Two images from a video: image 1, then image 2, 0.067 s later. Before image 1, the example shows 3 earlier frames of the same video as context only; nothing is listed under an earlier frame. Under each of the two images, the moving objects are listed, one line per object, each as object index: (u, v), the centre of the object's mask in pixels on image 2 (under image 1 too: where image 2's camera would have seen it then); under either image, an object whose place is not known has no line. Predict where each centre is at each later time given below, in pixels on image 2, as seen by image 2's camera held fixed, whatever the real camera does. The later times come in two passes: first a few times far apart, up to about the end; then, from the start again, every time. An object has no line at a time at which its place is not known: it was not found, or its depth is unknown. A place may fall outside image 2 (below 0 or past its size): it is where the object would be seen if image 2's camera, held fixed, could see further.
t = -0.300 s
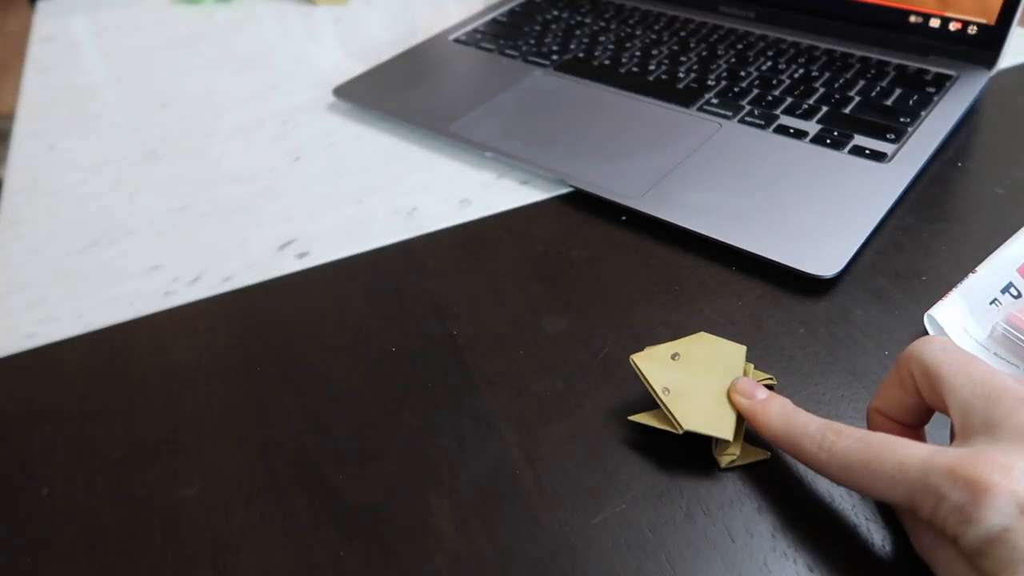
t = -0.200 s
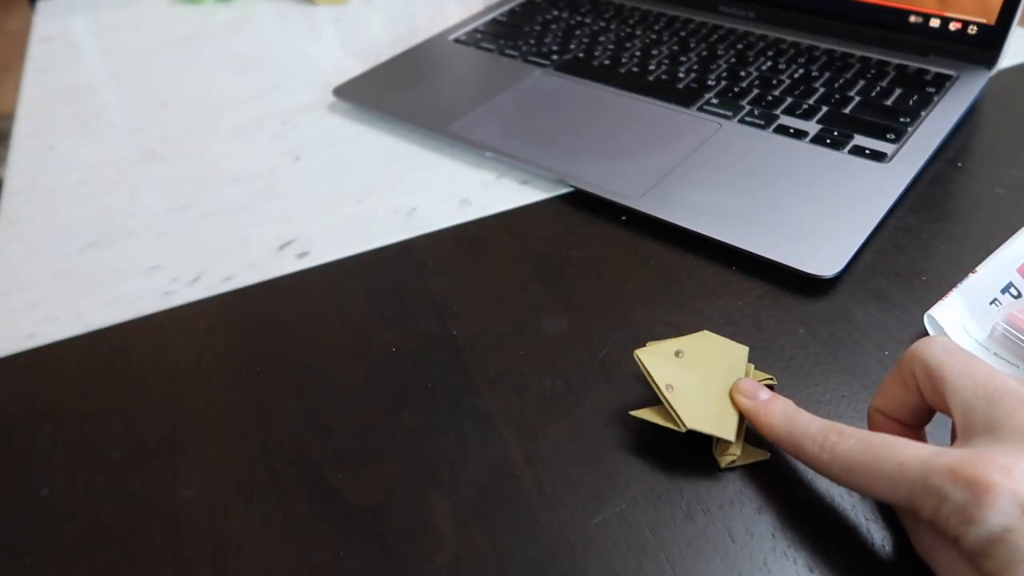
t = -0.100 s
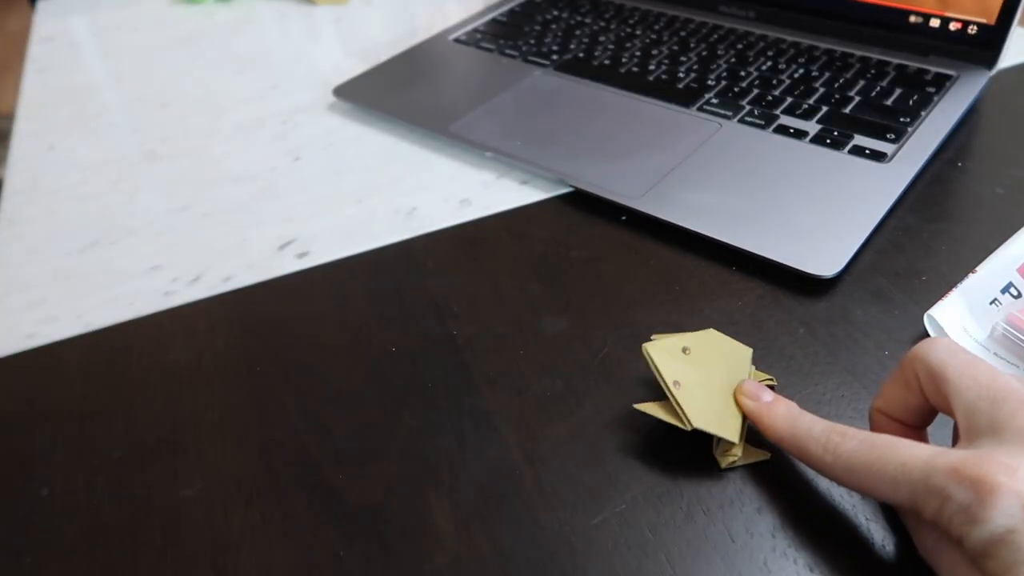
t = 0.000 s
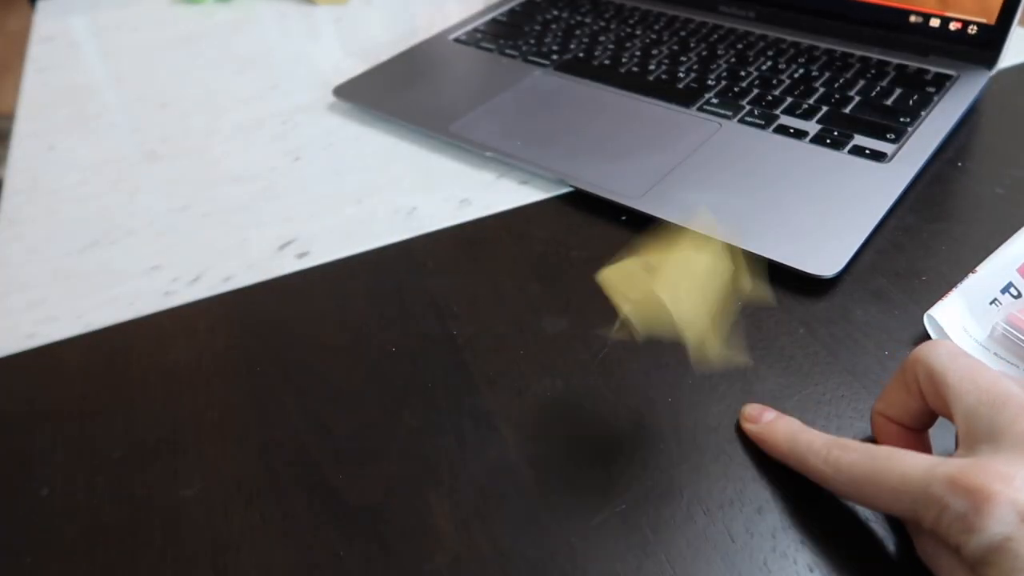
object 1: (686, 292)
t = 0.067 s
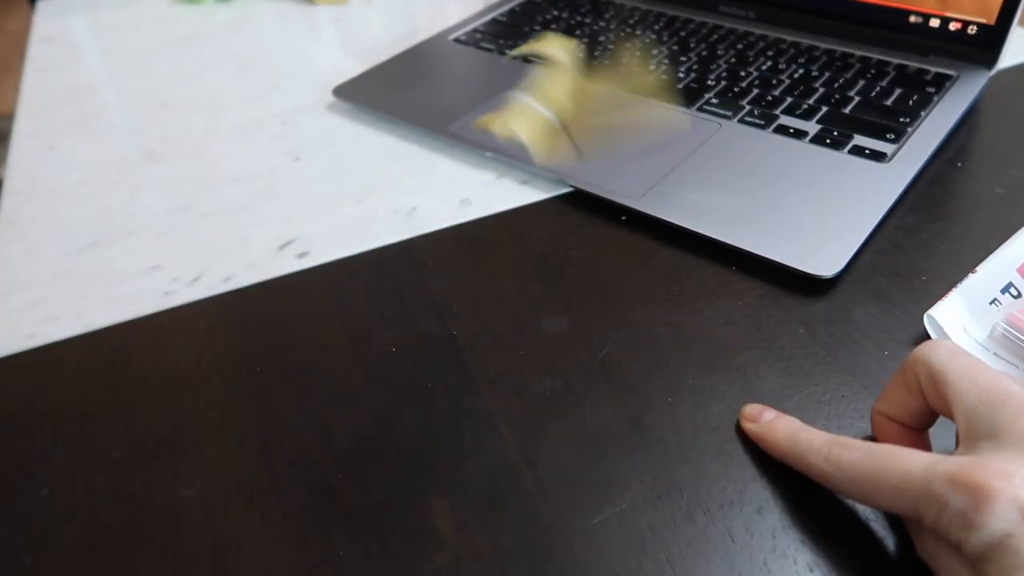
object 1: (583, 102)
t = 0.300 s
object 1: (303, 263)
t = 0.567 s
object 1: (251, 218)
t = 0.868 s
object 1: (249, 218)
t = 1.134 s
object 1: (249, 218)
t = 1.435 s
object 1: (249, 218)
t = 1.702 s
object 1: (249, 218)
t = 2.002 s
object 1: (249, 218)
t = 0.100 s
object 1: (505, 54)
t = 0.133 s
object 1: (452, 34)
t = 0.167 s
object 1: (394, 58)
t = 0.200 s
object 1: (365, 79)
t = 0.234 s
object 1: (325, 133)
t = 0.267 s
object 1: (306, 225)
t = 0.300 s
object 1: (303, 263)
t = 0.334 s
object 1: (278, 225)
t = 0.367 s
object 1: (263, 211)
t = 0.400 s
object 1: (257, 213)
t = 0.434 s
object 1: (259, 212)
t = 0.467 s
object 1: (264, 223)
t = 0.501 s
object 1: (257, 218)
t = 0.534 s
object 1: (255, 217)
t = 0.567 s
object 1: (251, 218)
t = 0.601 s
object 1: (249, 218)
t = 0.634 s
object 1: (249, 218)
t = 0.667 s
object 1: (249, 218)
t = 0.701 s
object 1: (249, 218)
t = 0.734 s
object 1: (249, 218)
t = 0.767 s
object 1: (249, 218)
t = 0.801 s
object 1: (249, 218)
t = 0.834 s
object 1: (249, 218)
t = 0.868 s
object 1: (249, 218)
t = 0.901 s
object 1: (249, 218)
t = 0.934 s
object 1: (249, 218)
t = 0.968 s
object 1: (249, 218)
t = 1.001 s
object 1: (249, 218)
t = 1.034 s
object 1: (249, 218)
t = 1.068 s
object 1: (249, 218)
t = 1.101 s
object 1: (249, 218)
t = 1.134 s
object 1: (249, 218)
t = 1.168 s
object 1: (249, 218)
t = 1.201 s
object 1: (249, 218)
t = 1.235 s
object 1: (249, 218)
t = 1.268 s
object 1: (249, 218)
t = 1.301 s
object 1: (249, 218)
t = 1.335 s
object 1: (249, 218)
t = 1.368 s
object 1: (249, 218)
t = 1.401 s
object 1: (249, 218)
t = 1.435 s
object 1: (249, 218)
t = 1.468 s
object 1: (249, 218)
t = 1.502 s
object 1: (249, 218)
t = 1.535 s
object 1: (249, 218)
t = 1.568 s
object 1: (249, 218)
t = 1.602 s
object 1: (249, 218)
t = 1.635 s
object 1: (249, 218)
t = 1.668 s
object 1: (249, 218)
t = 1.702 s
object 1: (249, 218)
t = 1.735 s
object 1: (249, 218)
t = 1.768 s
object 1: (249, 218)
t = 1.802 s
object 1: (249, 218)
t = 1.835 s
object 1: (249, 218)
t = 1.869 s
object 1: (249, 218)
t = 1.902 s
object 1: (249, 218)
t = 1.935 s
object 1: (249, 218)
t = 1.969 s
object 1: (249, 218)
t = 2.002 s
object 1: (249, 218)
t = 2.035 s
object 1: (249, 218)
